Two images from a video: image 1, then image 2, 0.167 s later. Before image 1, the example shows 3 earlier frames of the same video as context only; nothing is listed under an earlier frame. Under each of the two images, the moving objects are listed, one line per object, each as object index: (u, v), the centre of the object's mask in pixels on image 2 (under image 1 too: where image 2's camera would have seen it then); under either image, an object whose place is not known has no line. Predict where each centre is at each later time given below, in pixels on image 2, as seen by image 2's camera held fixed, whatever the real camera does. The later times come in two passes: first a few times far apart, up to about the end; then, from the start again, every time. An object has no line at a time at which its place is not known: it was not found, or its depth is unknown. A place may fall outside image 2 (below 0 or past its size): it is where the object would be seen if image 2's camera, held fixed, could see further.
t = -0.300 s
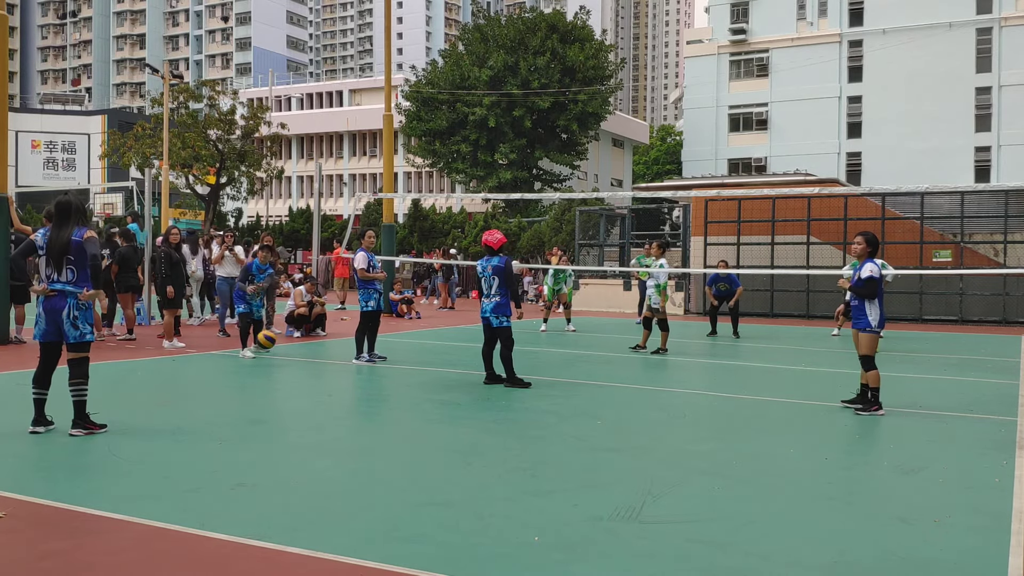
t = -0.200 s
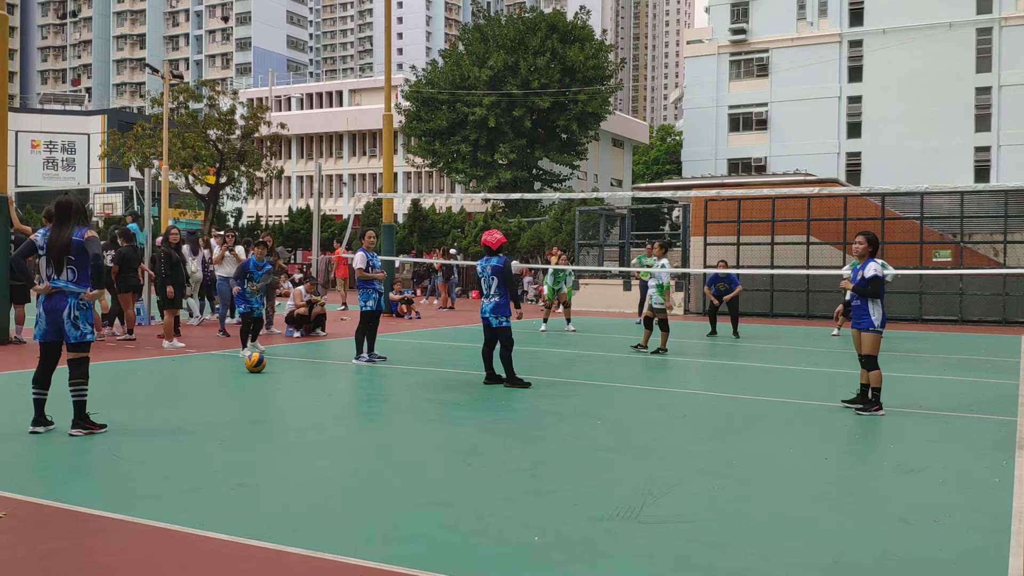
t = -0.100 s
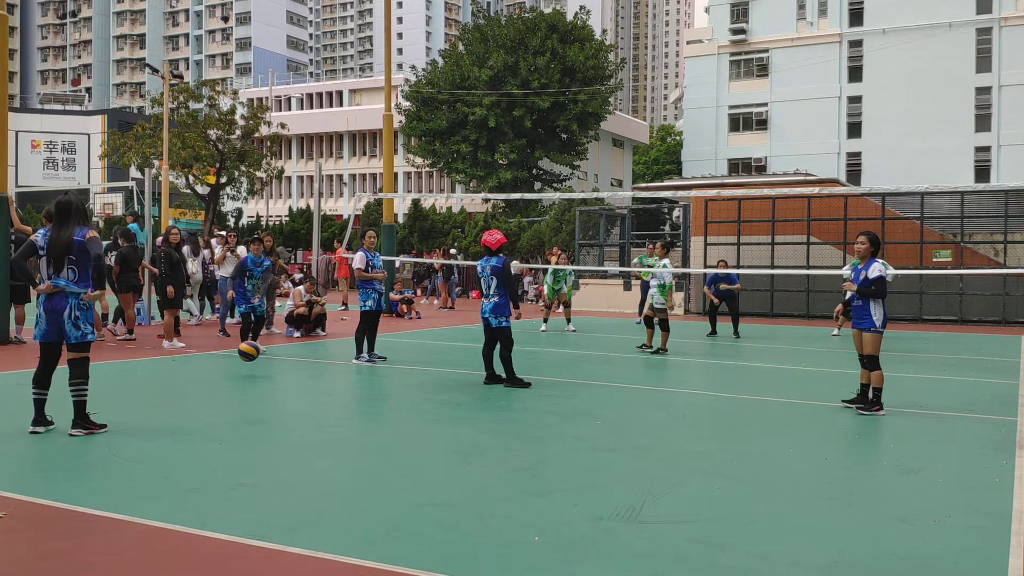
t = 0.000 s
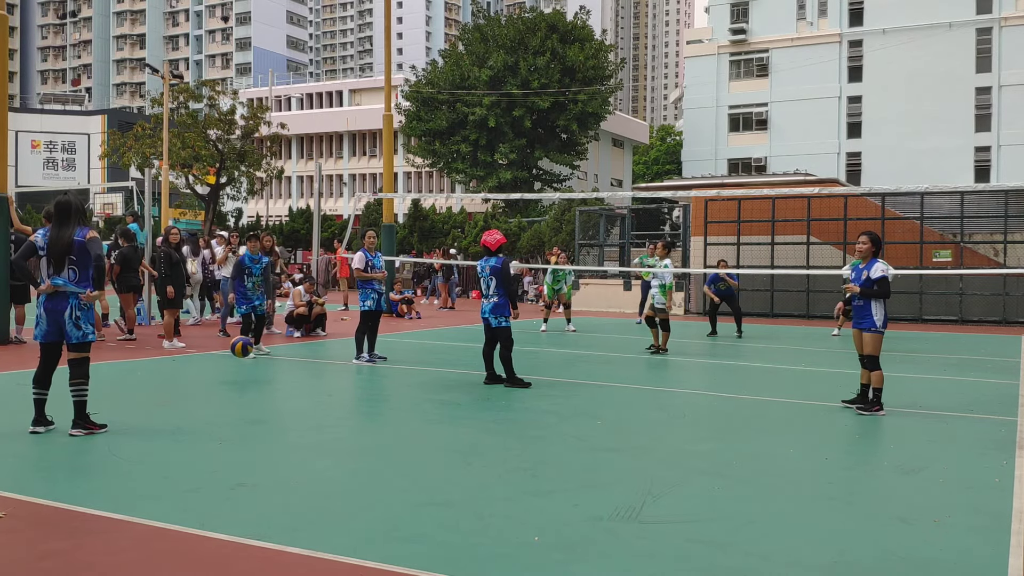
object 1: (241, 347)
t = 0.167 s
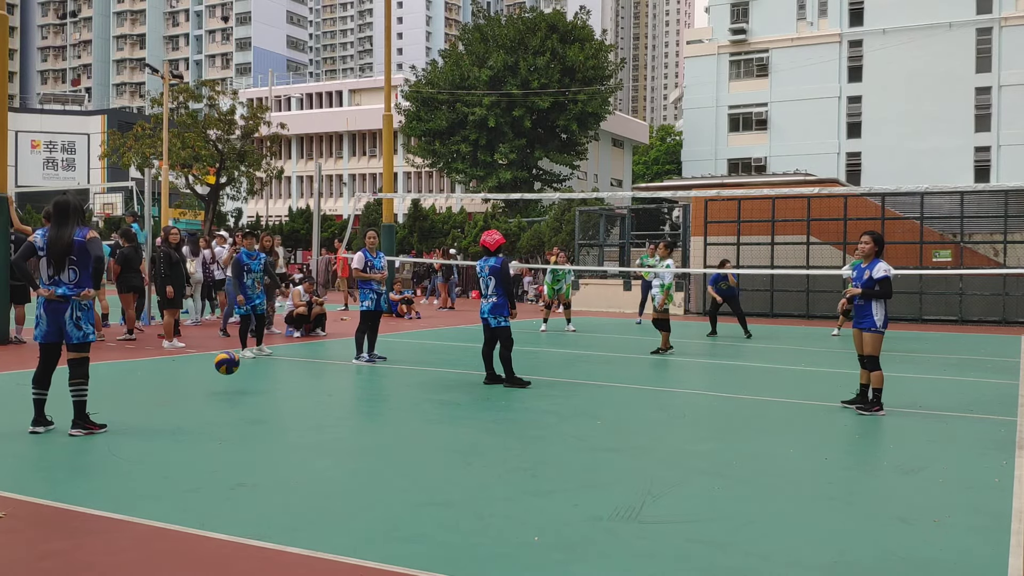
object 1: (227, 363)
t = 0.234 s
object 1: (221, 379)
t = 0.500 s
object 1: (192, 380)
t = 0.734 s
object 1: (161, 411)
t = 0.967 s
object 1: (124, 442)
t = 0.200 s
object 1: (224, 370)
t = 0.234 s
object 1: (221, 379)
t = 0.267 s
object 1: (218, 388)
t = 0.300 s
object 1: (214, 383)
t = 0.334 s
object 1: (210, 379)
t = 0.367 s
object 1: (207, 376)
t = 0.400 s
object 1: (204, 375)
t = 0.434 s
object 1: (199, 375)
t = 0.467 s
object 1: (196, 377)
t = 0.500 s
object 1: (192, 380)
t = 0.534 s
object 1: (188, 384)
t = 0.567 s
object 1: (183, 390)
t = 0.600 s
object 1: (179, 398)
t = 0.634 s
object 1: (175, 409)
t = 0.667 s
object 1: (170, 419)
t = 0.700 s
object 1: (166, 414)
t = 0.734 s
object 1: (161, 411)
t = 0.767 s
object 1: (156, 410)
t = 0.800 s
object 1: (152, 410)
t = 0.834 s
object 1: (146, 412)
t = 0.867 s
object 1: (141, 416)
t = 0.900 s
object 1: (135, 422)
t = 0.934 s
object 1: (130, 431)
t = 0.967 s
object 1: (124, 442)
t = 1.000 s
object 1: (117, 455)
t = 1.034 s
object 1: (111, 456)
